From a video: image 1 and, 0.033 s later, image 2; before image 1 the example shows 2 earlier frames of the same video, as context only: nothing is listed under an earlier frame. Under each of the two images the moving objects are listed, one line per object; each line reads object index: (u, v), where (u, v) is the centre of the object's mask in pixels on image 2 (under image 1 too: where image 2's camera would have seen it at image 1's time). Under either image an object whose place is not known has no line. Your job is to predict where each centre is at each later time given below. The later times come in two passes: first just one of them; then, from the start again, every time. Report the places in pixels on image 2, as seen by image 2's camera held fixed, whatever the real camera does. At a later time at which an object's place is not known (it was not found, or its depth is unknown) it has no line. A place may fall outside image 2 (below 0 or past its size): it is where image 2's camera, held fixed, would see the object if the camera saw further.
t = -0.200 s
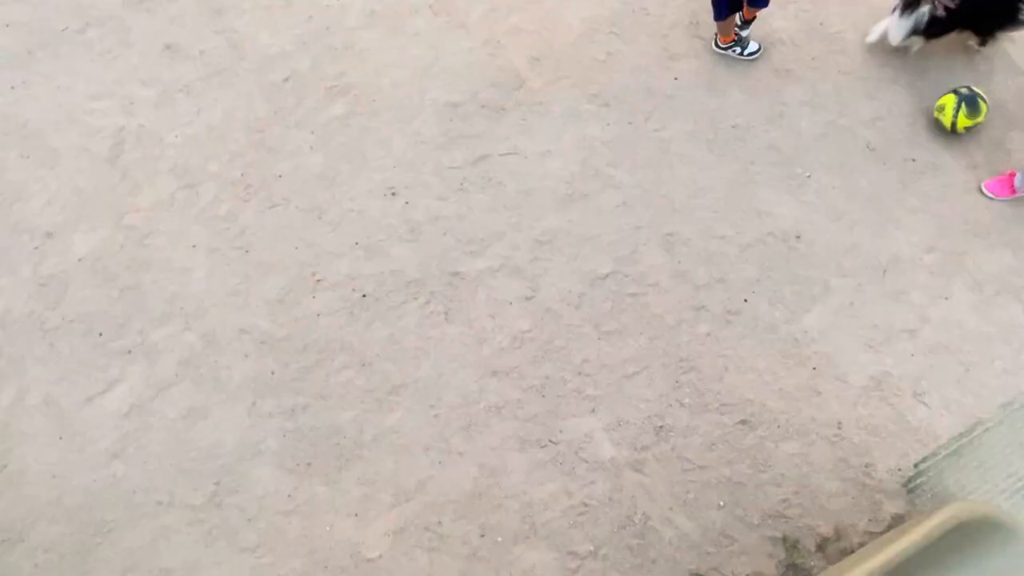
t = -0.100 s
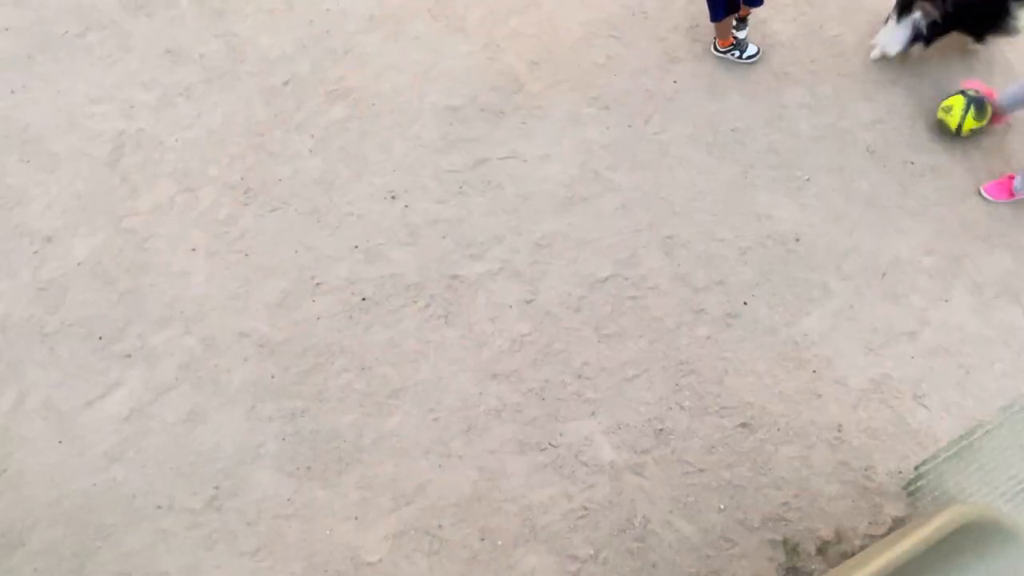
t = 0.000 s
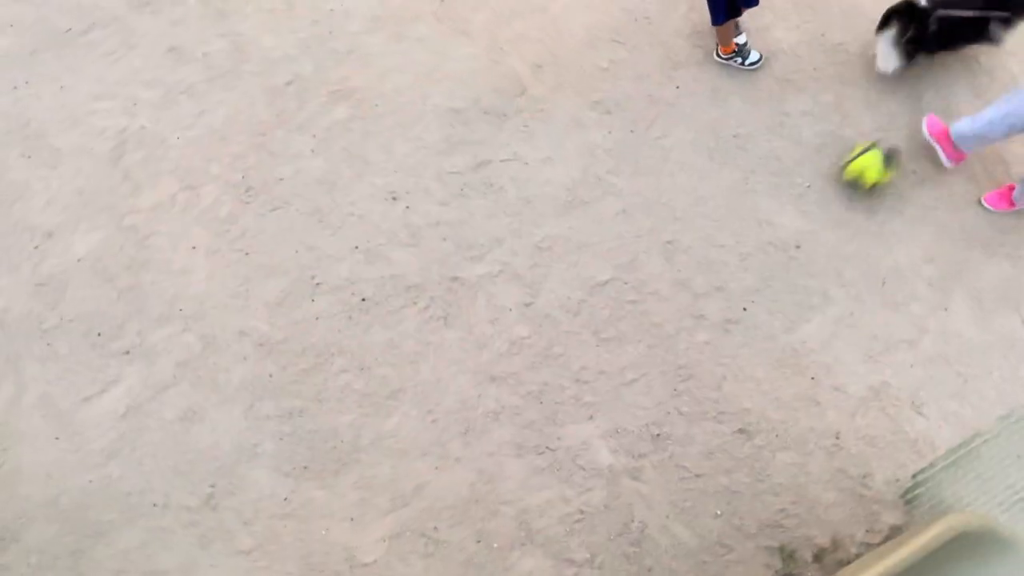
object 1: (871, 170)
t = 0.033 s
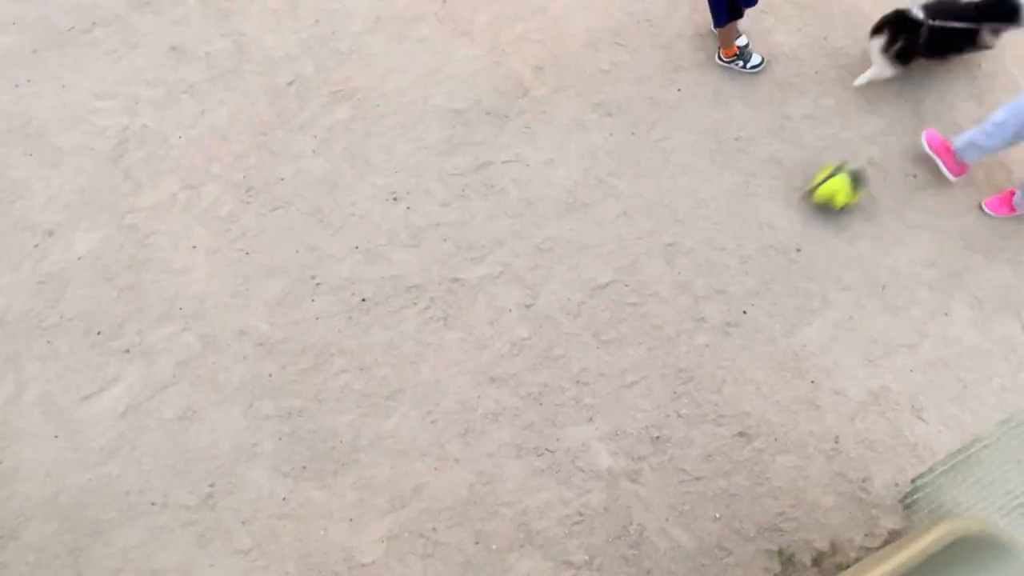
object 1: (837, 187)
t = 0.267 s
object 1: (645, 277)
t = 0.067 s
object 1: (809, 198)
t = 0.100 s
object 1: (781, 211)
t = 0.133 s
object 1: (751, 226)
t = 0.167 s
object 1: (720, 240)
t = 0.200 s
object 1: (694, 253)
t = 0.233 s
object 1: (670, 263)
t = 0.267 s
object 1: (645, 277)
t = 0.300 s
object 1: (619, 289)
